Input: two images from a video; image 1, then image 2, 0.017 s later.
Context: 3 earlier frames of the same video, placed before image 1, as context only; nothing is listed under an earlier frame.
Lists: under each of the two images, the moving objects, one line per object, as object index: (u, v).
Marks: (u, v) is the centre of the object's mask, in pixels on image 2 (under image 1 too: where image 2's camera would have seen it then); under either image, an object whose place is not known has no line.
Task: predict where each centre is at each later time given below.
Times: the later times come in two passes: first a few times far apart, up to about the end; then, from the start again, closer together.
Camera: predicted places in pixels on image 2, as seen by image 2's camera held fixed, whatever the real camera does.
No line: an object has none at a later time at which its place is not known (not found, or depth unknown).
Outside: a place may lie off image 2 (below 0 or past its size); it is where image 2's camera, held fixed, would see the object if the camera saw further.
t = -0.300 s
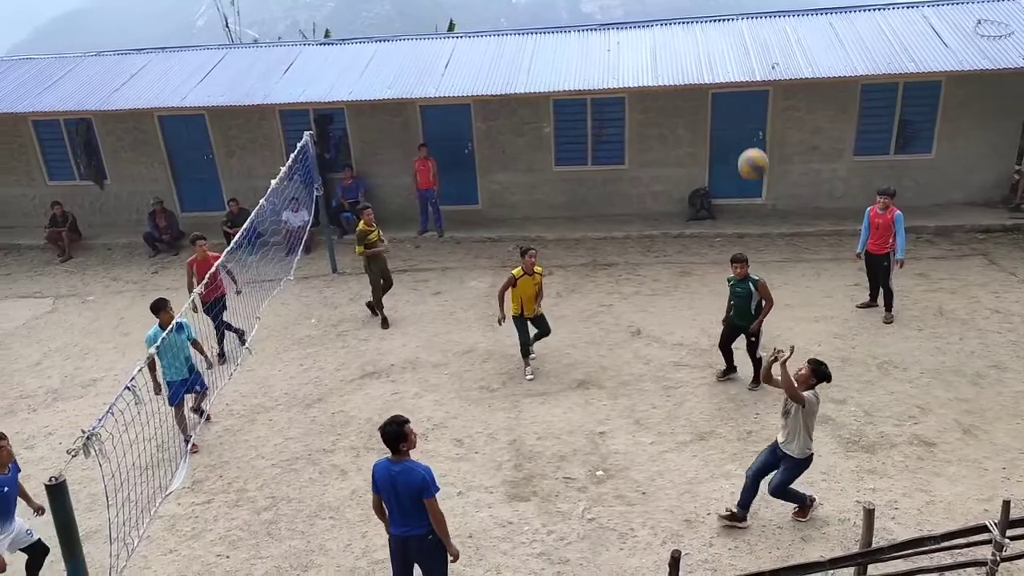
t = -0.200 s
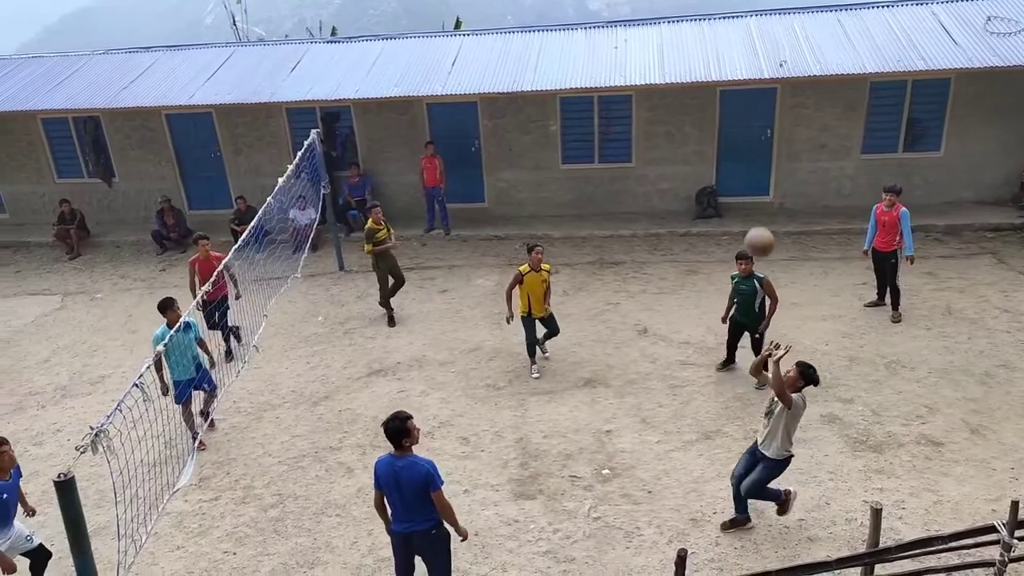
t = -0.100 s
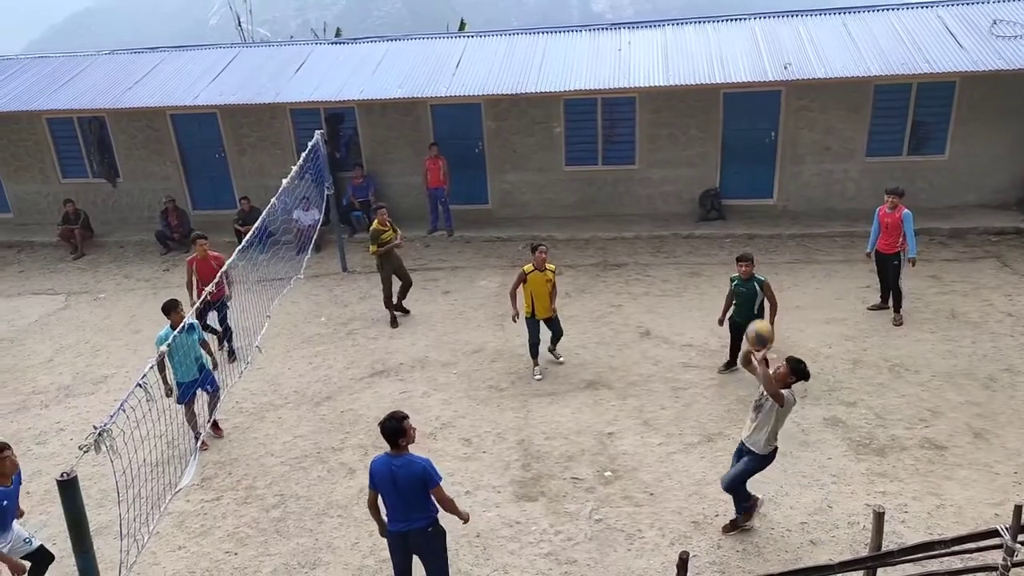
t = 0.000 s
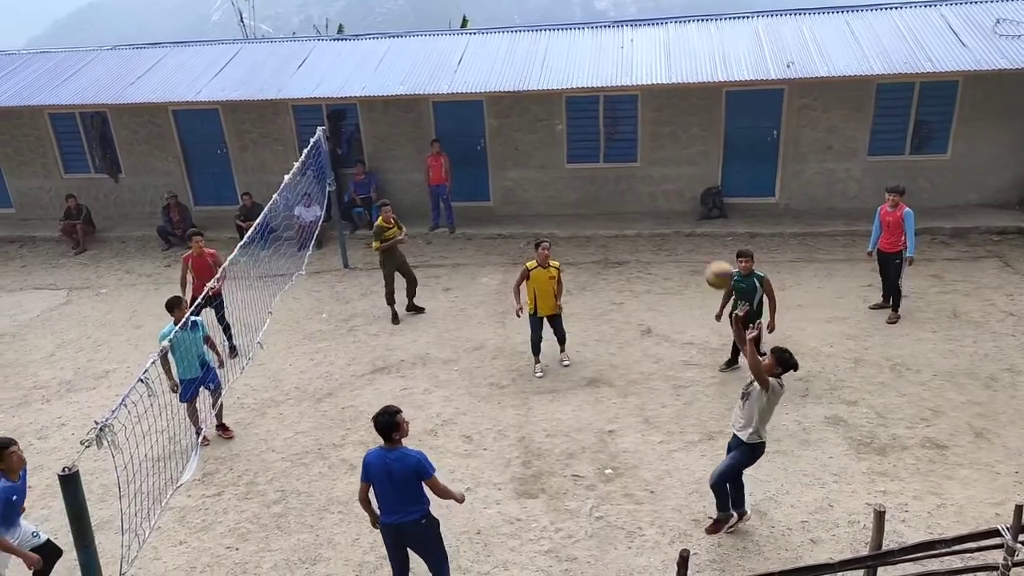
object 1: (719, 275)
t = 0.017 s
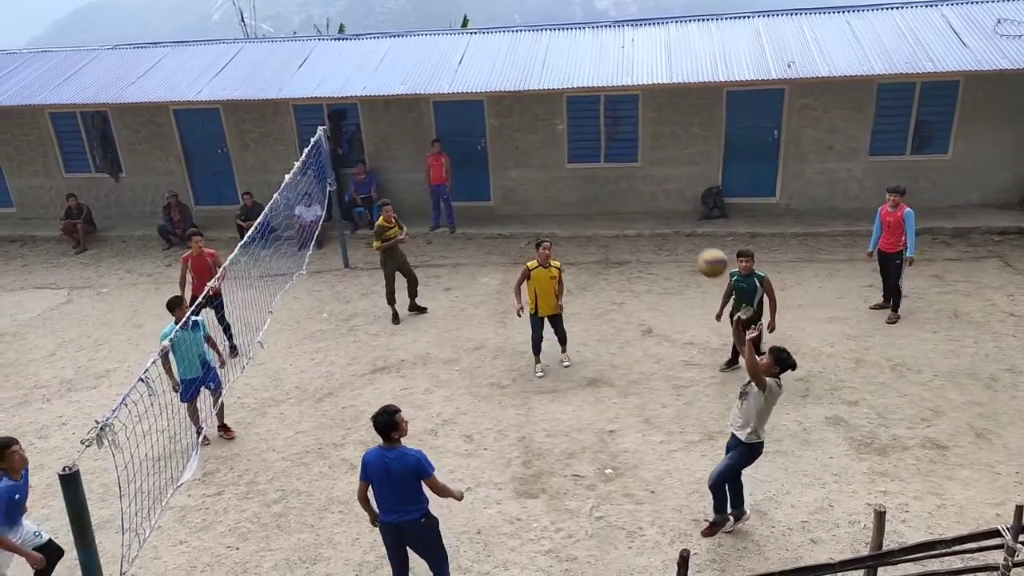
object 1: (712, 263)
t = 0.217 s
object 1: (610, 140)
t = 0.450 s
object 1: (490, 61)
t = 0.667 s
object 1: (387, 58)
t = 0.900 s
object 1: (296, 125)
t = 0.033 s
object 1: (704, 251)
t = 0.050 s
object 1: (696, 239)
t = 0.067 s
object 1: (687, 227)
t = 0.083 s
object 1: (678, 216)
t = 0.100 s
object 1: (669, 205)
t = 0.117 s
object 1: (660, 194)
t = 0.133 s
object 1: (652, 184)
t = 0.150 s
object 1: (644, 175)
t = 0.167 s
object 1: (636, 166)
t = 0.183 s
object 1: (627, 157)
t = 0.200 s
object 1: (619, 149)
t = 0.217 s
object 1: (610, 140)
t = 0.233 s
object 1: (602, 133)
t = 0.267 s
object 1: (585, 117)
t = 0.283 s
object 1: (576, 109)
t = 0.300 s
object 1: (567, 103)
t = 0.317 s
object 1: (559, 98)
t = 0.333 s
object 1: (550, 91)
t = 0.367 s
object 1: (532, 80)
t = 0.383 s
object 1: (523, 76)
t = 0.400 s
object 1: (515, 71)
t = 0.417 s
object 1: (507, 68)
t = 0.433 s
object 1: (498, 64)
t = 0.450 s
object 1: (490, 61)
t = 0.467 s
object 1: (481, 58)
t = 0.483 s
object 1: (473, 56)
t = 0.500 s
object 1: (465, 54)
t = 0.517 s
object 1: (457, 53)
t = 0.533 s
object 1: (449, 52)
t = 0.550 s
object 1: (440, 52)
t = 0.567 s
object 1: (433, 51)
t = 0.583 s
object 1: (425, 52)
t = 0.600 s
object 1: (417, 52)
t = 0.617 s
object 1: (409, 53)
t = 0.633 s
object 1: (401, 54)
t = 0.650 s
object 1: (394, 56)
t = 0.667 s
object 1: (387, 58)
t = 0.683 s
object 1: (380, 61)
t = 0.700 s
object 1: (372, 63)
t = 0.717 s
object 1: (366, 67)
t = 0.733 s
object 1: (358, 70)
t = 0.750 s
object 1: (352, 74)
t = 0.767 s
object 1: (345, 79)
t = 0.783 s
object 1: (339, 83)
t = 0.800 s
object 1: (332, 88)
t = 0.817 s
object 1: (326, 94)
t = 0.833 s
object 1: (318, 100)
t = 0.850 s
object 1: (313, 106)
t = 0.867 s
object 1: (307, 112)
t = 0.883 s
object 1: (301, 118)
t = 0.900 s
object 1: (296, 125)
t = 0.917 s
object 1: (290, 131)
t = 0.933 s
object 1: (285, 139)
